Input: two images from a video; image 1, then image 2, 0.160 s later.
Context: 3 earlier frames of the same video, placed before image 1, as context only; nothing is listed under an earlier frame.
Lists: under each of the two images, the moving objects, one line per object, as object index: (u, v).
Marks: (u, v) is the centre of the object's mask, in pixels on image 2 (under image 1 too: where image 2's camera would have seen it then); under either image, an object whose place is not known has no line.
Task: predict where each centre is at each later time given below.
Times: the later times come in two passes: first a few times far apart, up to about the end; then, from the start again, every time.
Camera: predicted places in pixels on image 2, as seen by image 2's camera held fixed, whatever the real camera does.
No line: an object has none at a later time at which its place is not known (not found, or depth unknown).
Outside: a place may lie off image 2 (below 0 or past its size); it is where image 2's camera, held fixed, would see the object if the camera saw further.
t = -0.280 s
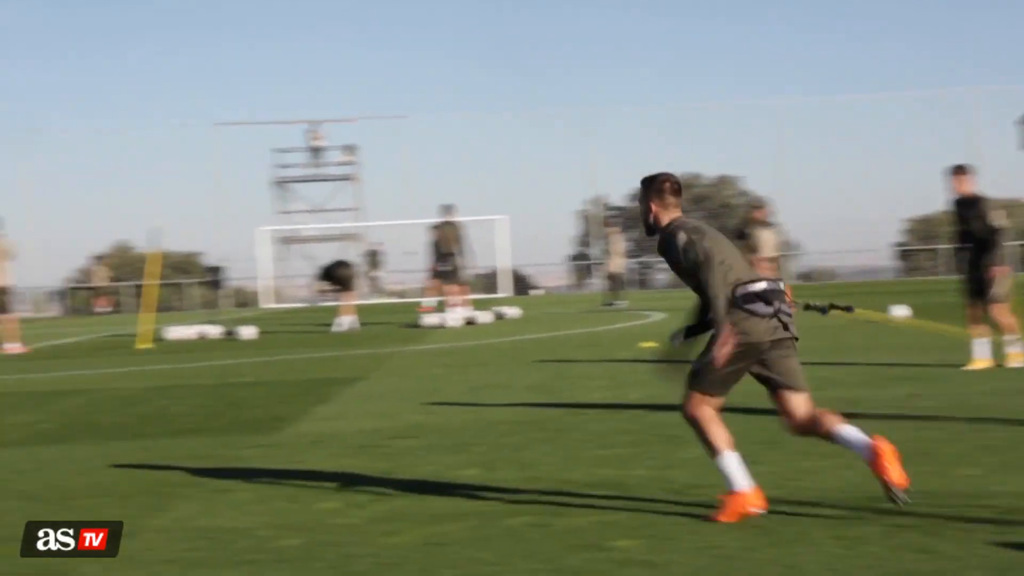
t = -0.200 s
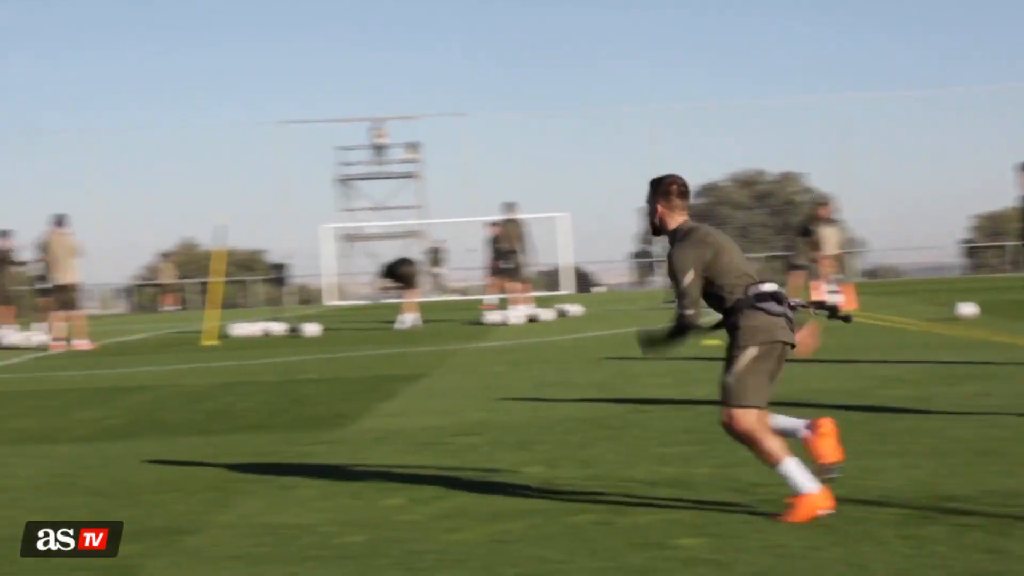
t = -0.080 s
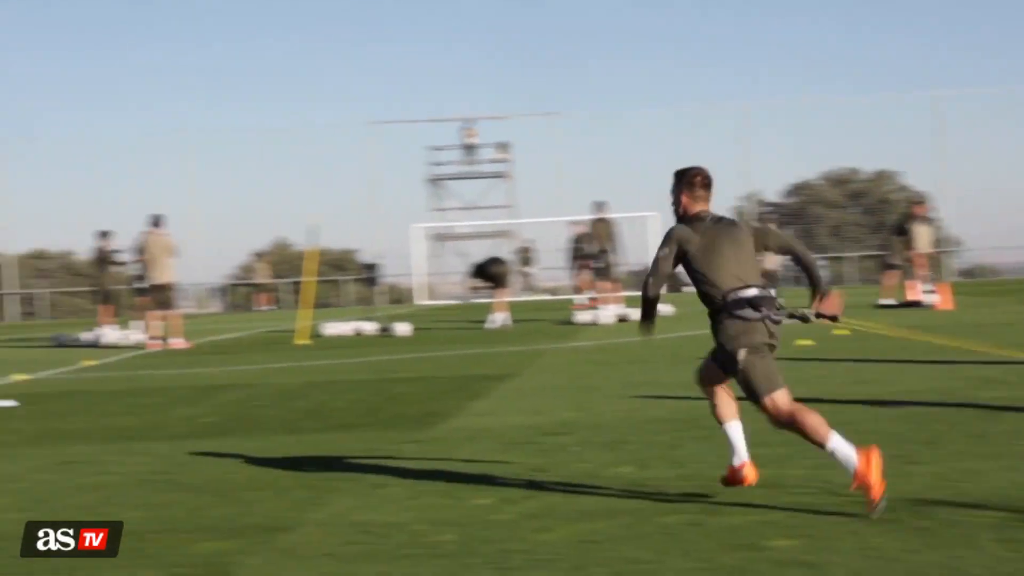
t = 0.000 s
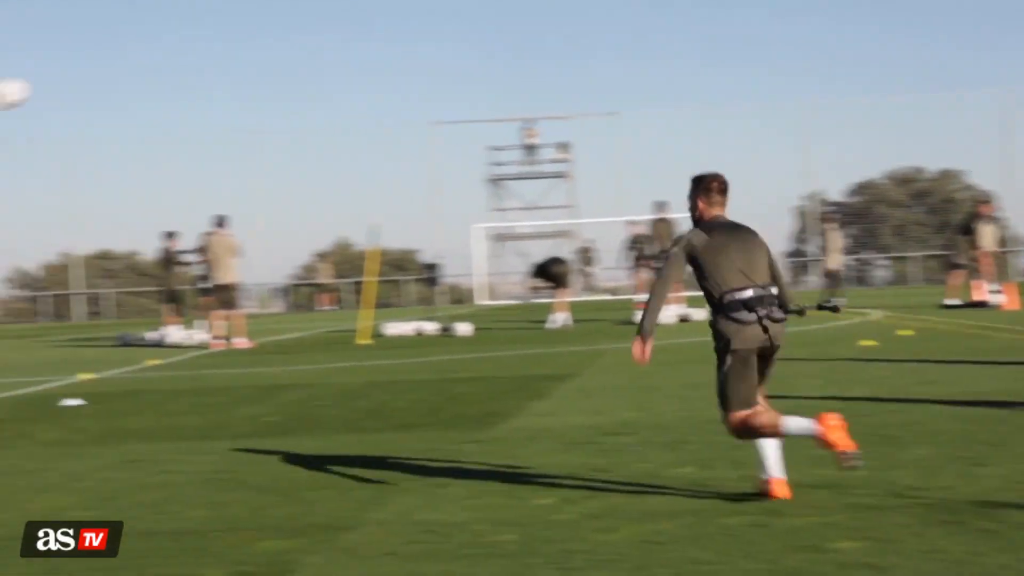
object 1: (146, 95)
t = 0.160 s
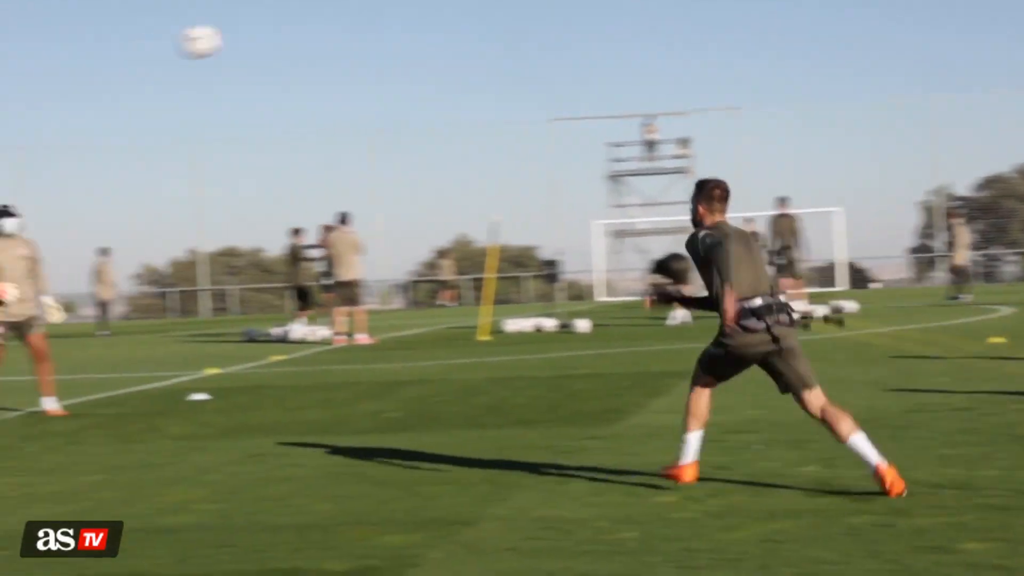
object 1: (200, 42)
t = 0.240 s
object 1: (236, 27)
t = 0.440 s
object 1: (339, 32)
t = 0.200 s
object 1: (218, 33)
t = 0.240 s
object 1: (236, 27)
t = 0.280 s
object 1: (255, 23)
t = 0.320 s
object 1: (275, 21)
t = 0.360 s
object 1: (297, 22)
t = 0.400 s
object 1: (317, 26)
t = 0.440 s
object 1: (339, 32)
